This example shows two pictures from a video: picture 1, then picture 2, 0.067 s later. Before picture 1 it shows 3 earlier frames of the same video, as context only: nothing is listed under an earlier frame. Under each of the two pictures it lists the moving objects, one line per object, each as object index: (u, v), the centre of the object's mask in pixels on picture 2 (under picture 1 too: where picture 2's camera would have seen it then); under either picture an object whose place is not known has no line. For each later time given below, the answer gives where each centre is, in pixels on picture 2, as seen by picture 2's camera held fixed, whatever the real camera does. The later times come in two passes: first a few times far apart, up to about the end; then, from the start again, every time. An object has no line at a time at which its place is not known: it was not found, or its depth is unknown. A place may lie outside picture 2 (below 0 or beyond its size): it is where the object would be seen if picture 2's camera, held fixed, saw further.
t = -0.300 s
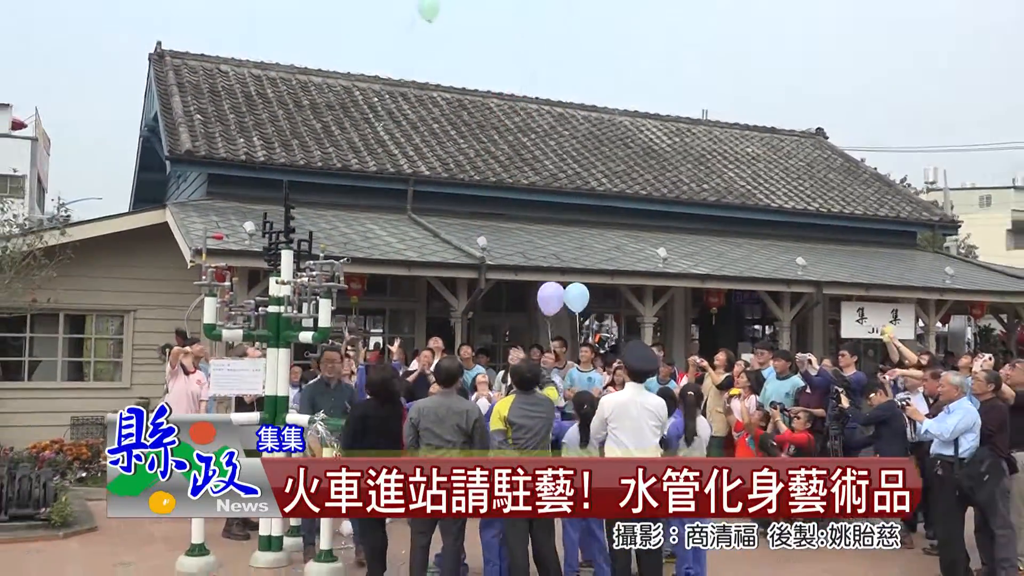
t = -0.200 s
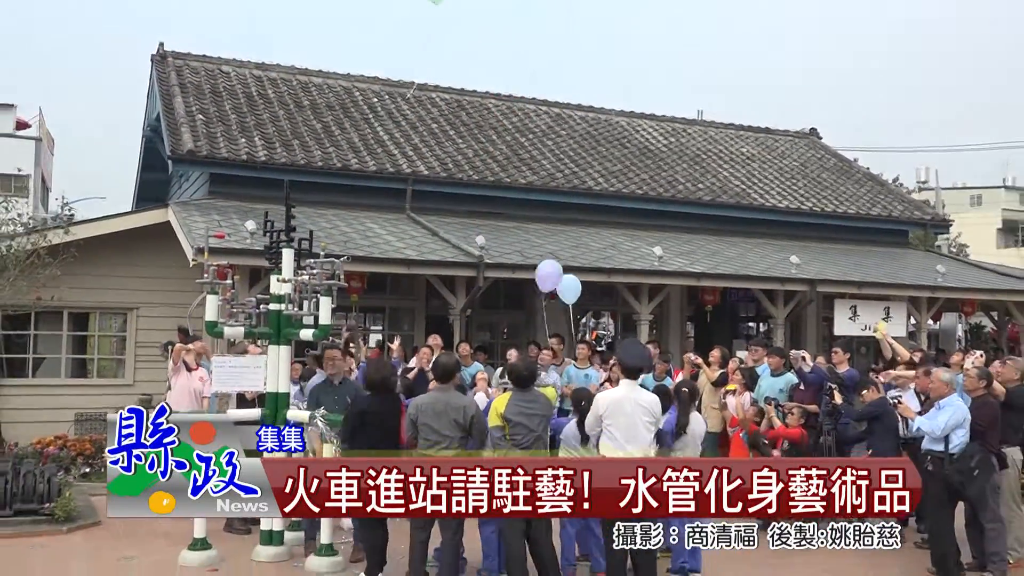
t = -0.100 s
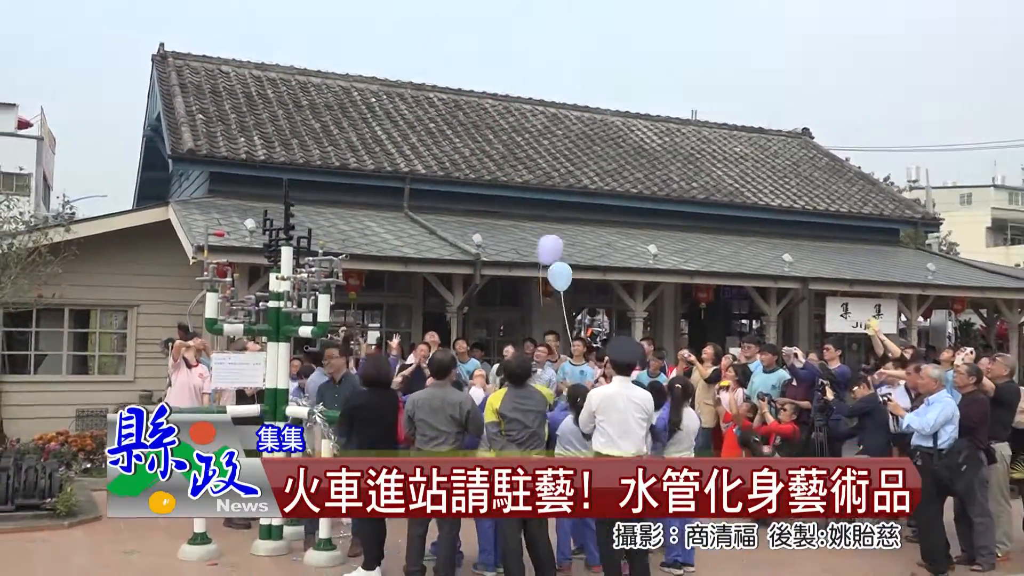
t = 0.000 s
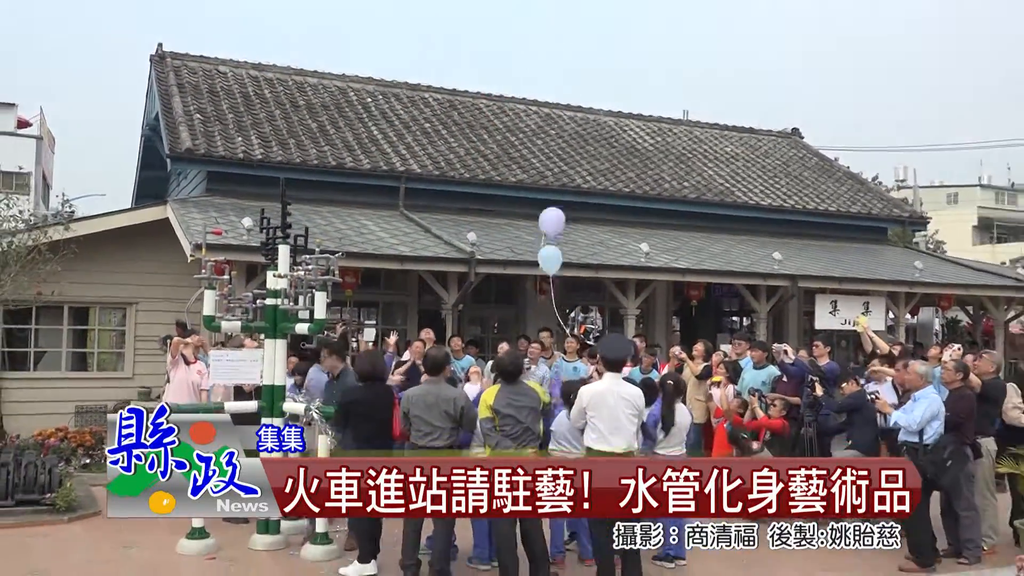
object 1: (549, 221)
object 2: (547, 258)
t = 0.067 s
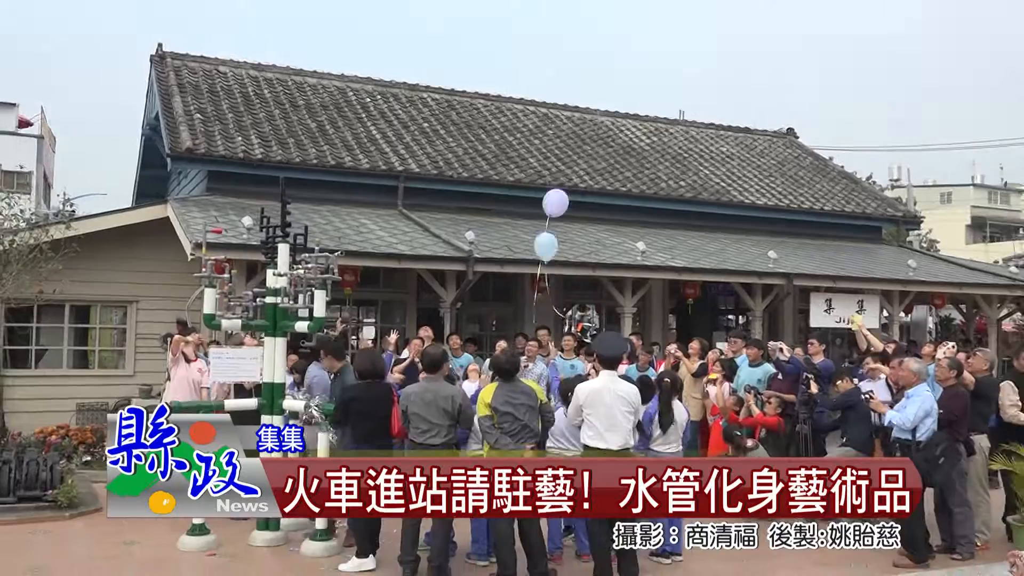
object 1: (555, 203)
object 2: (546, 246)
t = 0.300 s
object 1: (576, 137)
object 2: (547, 196)
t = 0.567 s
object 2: (564, 133)
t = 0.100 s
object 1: (558, 194)
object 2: (545, 240)
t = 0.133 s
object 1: (562, 185)
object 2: (545, 234)
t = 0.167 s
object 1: (565, 176)
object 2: (545, 226)
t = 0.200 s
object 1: (568, 167)
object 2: (545, 219)
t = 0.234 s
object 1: (570, 157)
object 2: (545, 212)
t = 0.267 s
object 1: (573, 147)
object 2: (546, 204)
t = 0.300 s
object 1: (576, 137)
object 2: (547, 196)
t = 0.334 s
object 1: (580, 128)
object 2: (548, 189)
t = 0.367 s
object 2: (550, 181)
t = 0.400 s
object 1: (584, 106)
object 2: (552, 172)
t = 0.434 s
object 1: (587, 96)
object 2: (554, 165)
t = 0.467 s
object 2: (556, 157)
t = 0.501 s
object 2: (559, 148)
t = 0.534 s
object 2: (561, 141)
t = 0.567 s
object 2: (564, 133)
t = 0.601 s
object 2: (566, 125)
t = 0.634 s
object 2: (568, 117)
